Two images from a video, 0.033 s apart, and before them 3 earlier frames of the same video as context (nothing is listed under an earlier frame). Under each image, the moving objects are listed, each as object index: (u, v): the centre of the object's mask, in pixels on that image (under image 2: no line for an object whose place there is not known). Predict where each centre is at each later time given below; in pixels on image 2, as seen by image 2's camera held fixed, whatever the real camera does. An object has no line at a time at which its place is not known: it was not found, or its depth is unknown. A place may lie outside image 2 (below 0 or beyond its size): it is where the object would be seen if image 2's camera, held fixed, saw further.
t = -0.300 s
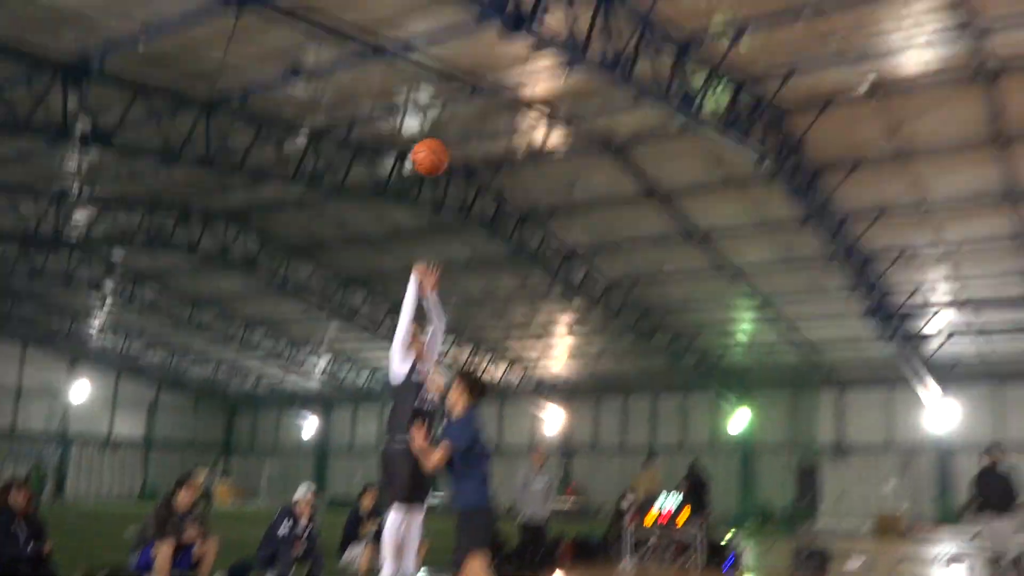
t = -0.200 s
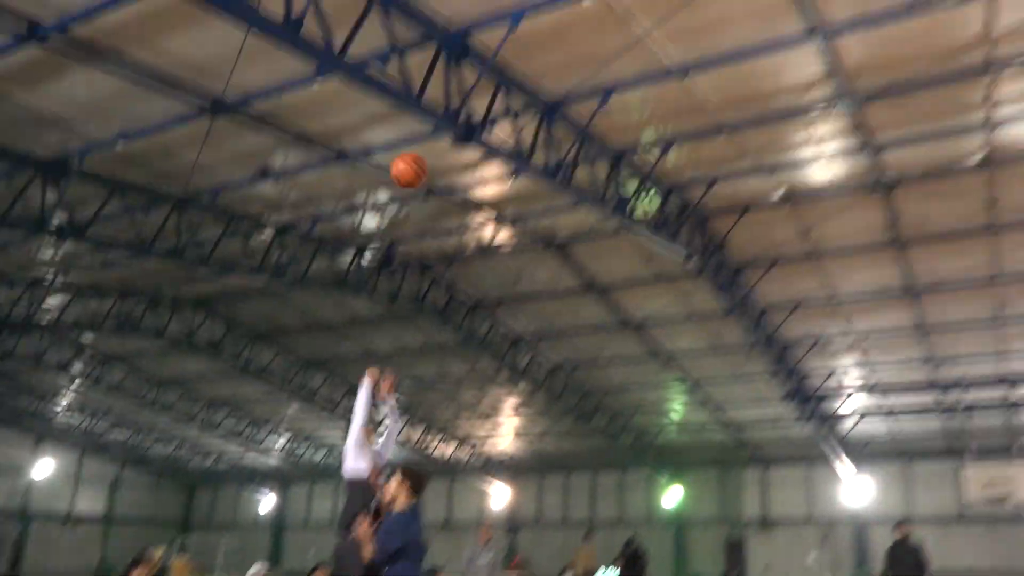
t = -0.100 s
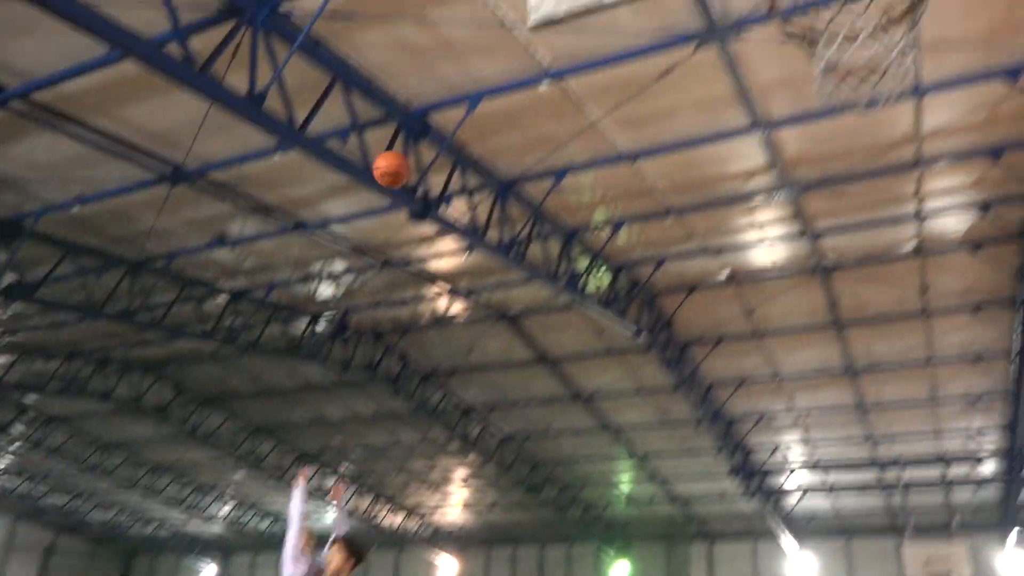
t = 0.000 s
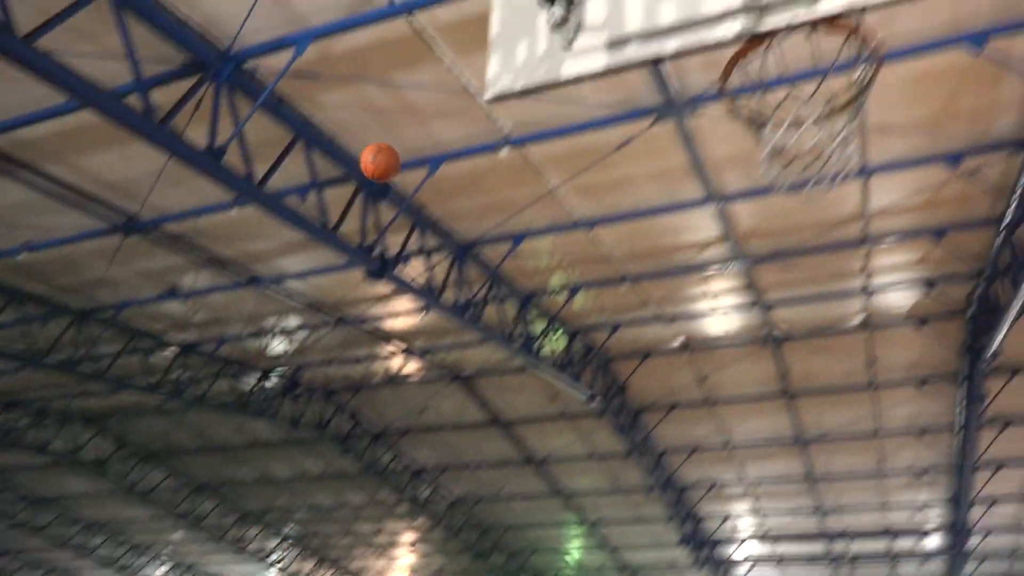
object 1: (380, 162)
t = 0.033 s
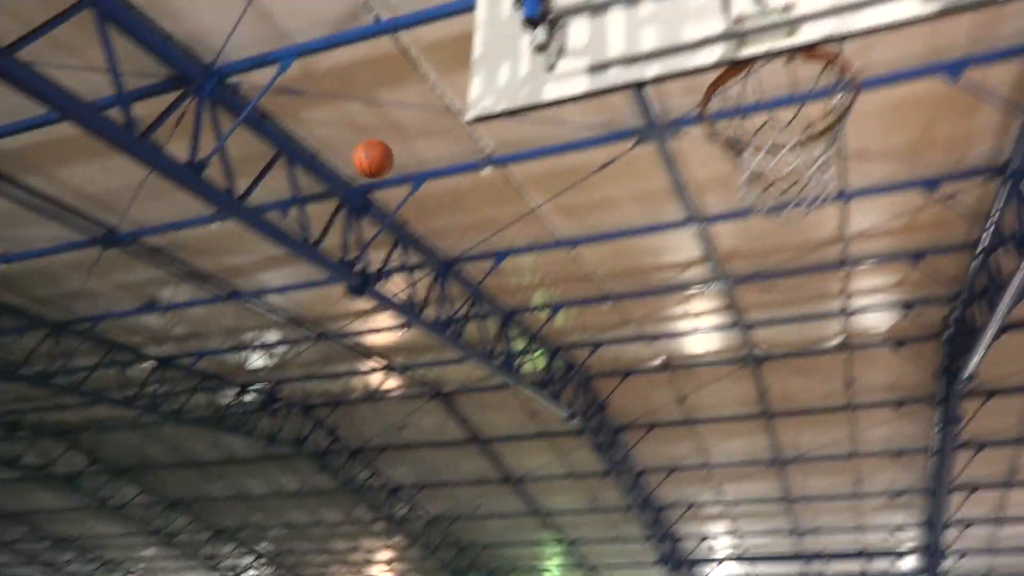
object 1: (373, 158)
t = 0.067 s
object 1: (385, 139)
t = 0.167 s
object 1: (427, 81)
